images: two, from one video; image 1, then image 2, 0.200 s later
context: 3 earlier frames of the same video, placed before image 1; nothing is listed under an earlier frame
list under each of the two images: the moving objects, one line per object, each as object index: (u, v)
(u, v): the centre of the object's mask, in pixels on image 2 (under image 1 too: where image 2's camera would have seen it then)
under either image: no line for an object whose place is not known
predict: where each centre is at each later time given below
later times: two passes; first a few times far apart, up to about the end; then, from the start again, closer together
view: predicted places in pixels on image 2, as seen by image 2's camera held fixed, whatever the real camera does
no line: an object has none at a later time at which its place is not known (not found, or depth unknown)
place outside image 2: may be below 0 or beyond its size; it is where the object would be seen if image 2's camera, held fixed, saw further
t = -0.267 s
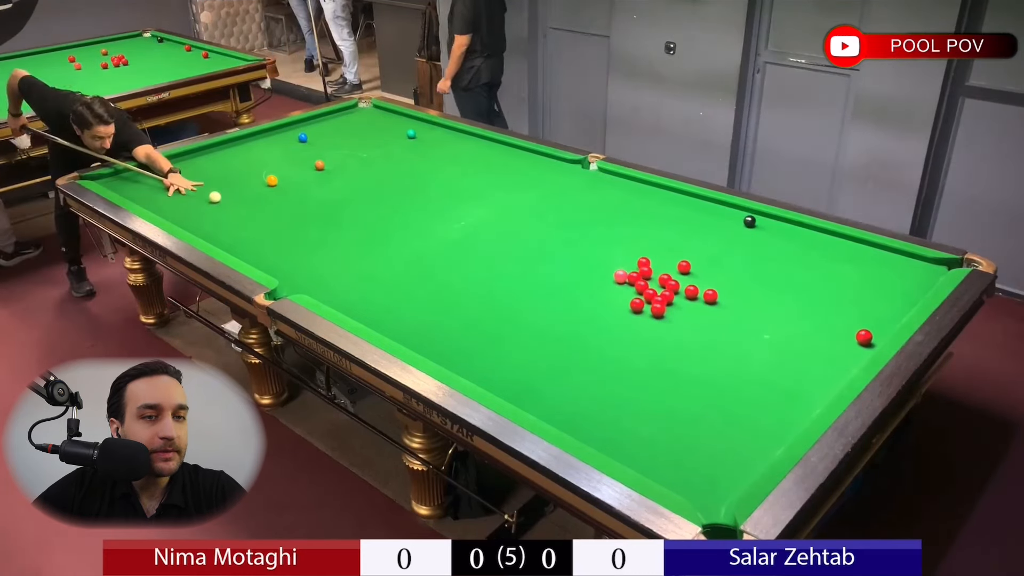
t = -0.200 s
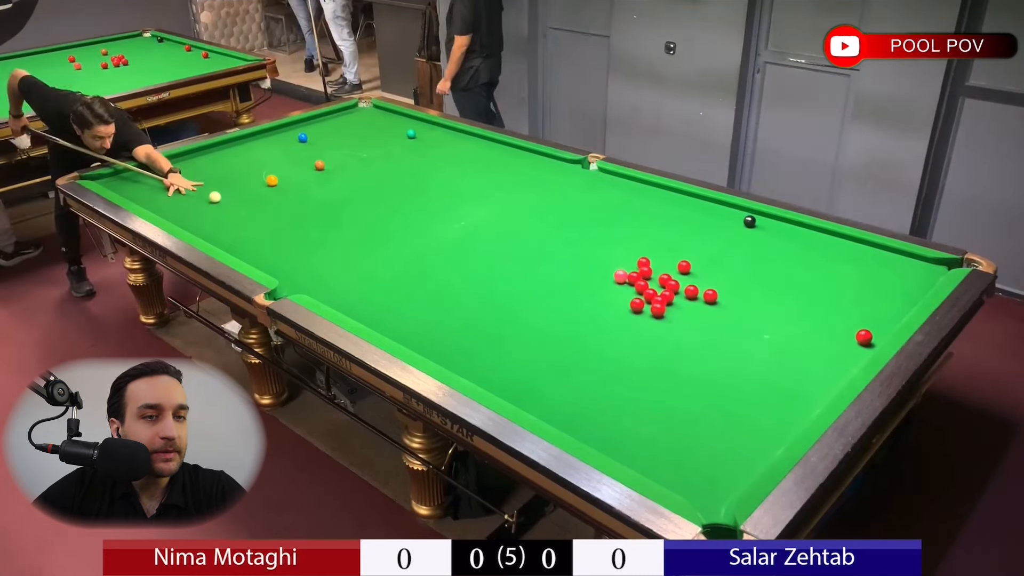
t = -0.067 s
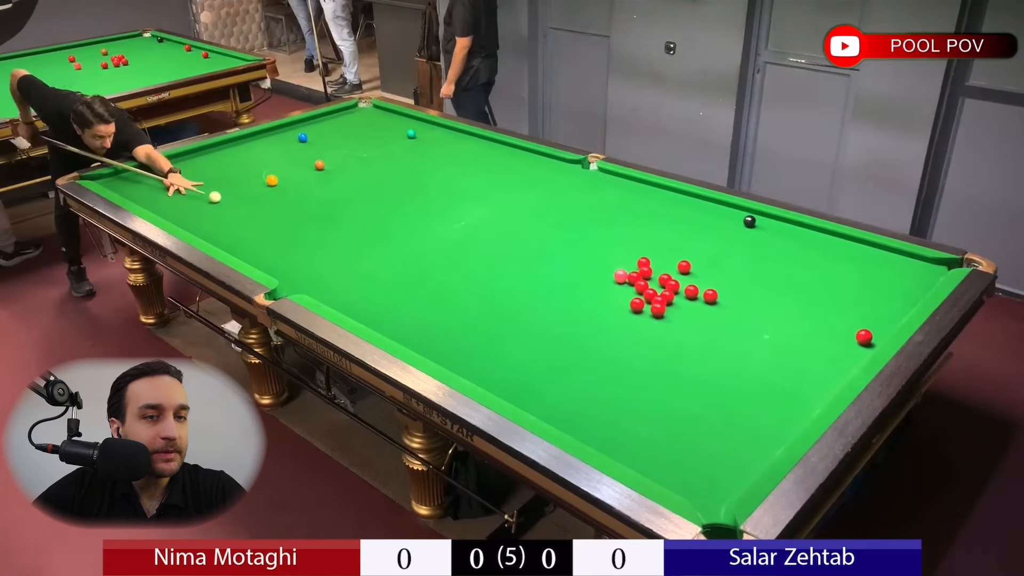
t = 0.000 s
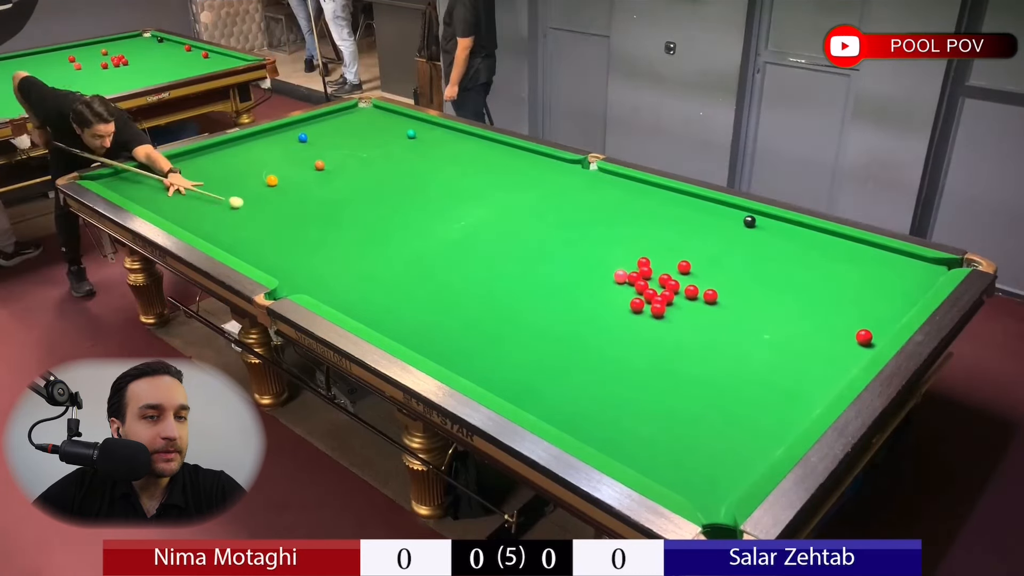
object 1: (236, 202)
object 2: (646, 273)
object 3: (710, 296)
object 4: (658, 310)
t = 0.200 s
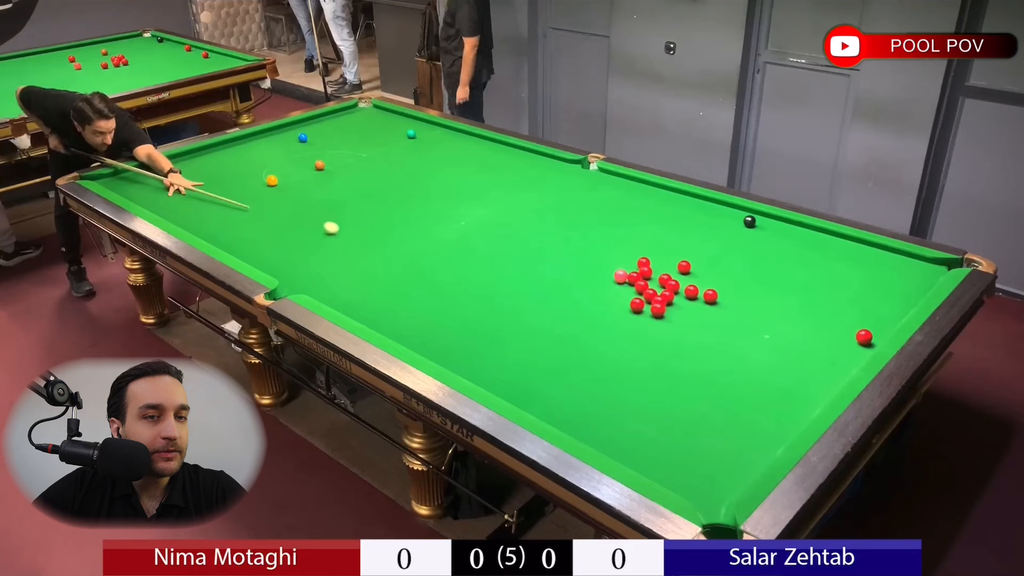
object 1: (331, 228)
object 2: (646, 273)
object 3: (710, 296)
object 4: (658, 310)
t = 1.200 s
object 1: (751, 413)
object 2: (631, 268)
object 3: (715, 297)
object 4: (658, 323)
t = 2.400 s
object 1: (419, 344)
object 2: (596, 263)
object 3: (719, 299)
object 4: (659, 350)
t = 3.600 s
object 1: (311, 248)
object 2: (591, 263)
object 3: (720, 299)
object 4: (658, 356)
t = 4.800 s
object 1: (247, 193)
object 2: (591, 263)
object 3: (719, 299)
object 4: (658, 356)
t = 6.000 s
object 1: (208, 159)
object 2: (591, 263)
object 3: (719, 299)
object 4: (659, 356)
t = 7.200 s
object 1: (223, 154)
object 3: (719, 299)
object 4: (659, 356)
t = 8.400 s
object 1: (250, 159)
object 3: (719, 299)
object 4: (658, 356)
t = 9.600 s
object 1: (259, 160)
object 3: (719, 299)
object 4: (658, 356)
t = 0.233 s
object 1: (346, 232)
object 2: (646, 273)
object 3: (710, 296)
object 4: (658, 310)
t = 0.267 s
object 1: (361, 236)
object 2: (646, 273)
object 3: (710, 296)
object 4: (658, 309)
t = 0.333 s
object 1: (392, 244)
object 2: (646, 273)
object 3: (710, 296)
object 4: (658, 310)
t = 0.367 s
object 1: (408, 248)
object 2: (646, 273)
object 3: (710, 296)
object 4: (658, 310)
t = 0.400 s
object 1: (423, 253)
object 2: (646, 273)
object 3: (710, 296)
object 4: (658, 309)
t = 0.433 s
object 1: (440, 257)
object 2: (646, 273)
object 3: (710, 296)
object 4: (658, 310)
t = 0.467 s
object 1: (456, 261)
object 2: (646, 273)
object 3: (710, 296)
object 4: (658, 310)
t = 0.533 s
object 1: (490, 270)
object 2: (646, 273)
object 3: (710, 296)
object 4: (658, 310)
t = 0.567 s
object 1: (507, 275)
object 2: (646, 273)
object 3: (710, 296)
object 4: (658, 310)
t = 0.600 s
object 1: (525, 280)
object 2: (646, 273)
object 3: (710, 296)
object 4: (658, 310)
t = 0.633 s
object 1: (543, 285)
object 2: (646, 273)
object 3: (710, 296)
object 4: (658, 310)
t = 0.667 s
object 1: (562, 290)
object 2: (645, 273)
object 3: (710, 296)
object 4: (658, 309)
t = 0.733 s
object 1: (601, 300)
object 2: (646, 273)
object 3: (710, 296)
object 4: (658, 310)
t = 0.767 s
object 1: (621, 306)
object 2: (646, 273)
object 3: (710, 296)
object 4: (658, 309)
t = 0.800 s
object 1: (628, 313)
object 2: (646, 273)
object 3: (710, 296)
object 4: (658, 310)
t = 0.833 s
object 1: (634, 320)
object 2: (646, 273)
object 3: (710, 296)
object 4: (658, 311)
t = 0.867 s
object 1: (641, 327)
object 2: (646, 273)
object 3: (710, 296)
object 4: (658, 312)
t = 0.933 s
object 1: (658, 343)
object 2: (644, 273)
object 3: (711, 296)
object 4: (658, 315)
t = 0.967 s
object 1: (669, 351)
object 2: (642, 272)
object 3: (711, 297)
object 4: (658, 316)
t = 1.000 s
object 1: (679, 359)
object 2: (641, 271)
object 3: (712, 297)
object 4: (658, 317)
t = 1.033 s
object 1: (690, 367)
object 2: (639, 270)
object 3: (712, 297)
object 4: (658, 318)
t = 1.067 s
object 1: (702, 376)
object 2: (637, 270)
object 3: (713, 296)
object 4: (658, 319)
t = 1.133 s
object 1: (726, 394)
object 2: (634, 269)
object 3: (714, 297)
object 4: (658, 321)
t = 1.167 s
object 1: (738, 404)
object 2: (632, 268)
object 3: (714, 298)
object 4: (658, 322)
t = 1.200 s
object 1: (751, 413)
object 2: (631, 268)
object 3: (715, 297)
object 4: (658, 323)
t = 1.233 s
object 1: (764, 423)
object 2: (630, 268)
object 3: (715, 297)
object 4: (658, 324)
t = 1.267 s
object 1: (778, 434)
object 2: (628, 267)
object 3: (716, 297)
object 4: (658, 325)
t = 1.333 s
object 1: (755, 431)
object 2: (626, 267)
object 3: (717, 298)
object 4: (659, 327)
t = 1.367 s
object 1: (740, 426)
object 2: (625, 266)
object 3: (717, 298)
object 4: (659, 328)
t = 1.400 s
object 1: (725, 423)
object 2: (623, 266)
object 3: (717, 298)
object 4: (659, 329)
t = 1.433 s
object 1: (712, 420)
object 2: (622, 266)
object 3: (717, 298)
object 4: (659, 330)
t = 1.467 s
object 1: (699, 417)
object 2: (621, 266)
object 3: (718, 299)
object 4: (659, 330)
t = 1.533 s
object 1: (673, 411)
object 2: (618, 266)
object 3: (718, 299)
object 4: (659, 332)
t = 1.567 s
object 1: (660, 408)
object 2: (616, 266)
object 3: (719, 299)
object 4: (659, 333)
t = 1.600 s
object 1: (648, 406)
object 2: (615, 266)
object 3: (719, 299)
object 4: (659, 334)
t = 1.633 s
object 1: (635, 403)
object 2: (614, 266)
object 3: (719, 299)
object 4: (659, 335)
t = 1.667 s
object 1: (623, 400)
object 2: (613, 266)
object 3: (719, 299)
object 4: (659, 336)
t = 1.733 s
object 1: (600, 396)
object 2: (611, 266)
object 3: (720, 299)
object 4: (659, 337)
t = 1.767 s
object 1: (588, 393)
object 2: (610, 266)
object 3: (720, 299)
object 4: (659, 338)
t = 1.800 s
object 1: (577, 391)
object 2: (609, 266)
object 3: (720, 299)
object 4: (659, 339)
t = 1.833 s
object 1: (565, 388)
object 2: (608, 265)
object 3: (720, 299)
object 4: (659, 339)
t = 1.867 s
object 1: (555, 386)
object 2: (608, 265)
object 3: (720, 299)
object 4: (659, 340)
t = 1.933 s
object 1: (533, 381)
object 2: (606, 265)
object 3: (720, 299)
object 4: (659, 342)
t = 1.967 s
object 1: (522, 379)
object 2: (605, 265)
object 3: (720, 299)
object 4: (659, 342)
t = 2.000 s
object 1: (512, 377)
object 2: (604, 265)
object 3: (720, 299)
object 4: (659, 343)
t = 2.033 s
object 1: (501, 374)
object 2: (604, 264)
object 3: (720, 299)
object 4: (659, 344)
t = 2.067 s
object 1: (491, 372)
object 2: (603, 264)
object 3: (720, 299)
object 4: (659, 344)
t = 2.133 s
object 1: (471, 368)
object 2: (601, 264)
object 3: (720, 299)
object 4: (659, 345)
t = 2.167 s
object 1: (461, 366)
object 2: (601, 264)
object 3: (719, 299)
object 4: (659, 346)
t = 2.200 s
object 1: (452, 363)
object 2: (600, 264)
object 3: (719, 299)
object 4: (659, 347)
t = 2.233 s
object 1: (442, 360)
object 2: (599, 264)
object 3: (719, 299)
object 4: (659, 347)
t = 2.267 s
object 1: (436, 357)
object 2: (599, 263)
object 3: (719, 299)
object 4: (659, 348)
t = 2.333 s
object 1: (428, 350)
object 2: (597, 263)
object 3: (719, 299)
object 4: (659, 349)
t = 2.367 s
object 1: (423, 347)
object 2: (597, 263)
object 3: (719, 299)
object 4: (659, 349)
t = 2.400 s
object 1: (419, 344)
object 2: (596, 263)
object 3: (719, 299)
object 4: (659, 350)
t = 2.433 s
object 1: (415, 340)
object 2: (596, 263)
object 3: (719, 299)
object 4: (658, 350)
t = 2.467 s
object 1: (412, 337)
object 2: (595, 263)
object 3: (719, 299)
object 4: (659, 351)
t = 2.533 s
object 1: (404, 330)
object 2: (595, 263)
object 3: (719, 299)
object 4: (658, 352)
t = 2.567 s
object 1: (400, 327)
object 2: (594, 263)
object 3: (719, 299)
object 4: (658, 352)
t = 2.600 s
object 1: (397, 324)
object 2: (594, 263)
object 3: (719, 299)
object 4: (658, 352)
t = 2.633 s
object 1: (393, 321)
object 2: (593, 263)
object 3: (719, 299)
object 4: (658, 352)
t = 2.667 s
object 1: (390, 317)
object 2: (593, 263)
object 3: (719, 299)
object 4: (658, 353)
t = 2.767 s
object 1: (380, 308)
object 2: (592, 263)
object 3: (719, 299)
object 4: (658, 354)
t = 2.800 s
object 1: (376, 306)
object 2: (592, 263)
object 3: (719, 299)
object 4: (658, 354)
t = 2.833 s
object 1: (373, 303)
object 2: (592, 263)
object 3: (719, 299)
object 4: (658, 355)
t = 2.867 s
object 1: (370, 300)
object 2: (591, 263)
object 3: (719, 299)
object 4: (658, 355)
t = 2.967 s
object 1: (361, 292)
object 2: (591, 263)
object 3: (719, 299)
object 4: (659, 355)
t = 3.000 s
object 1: (358, 289)
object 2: (591, 263)
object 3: (719, 299)
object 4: (659, 355)
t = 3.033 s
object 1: (355, 287)
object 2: (591, 263)
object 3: (719, 299)
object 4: (659, 356)
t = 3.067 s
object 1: (352, 284)
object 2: (591, 263)
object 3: (719, 299)
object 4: (659, 356)
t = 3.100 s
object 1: (349, 282)
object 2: (591, 263)
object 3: (719, 299)
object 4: (659, 356)
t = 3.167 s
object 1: (343, 277)
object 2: (591, 263)
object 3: (719, 299)
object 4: (659, 356)
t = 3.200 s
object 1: (341, 275)
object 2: (591, 263)
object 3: (719, 299)
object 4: (659, 356)
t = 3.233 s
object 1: (338, 272)
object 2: (591, 263)
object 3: (719, 299)
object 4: (659, 356)
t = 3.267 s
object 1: (335, 270)
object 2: (591, 263)
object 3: (719, 299)
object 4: (659, 356)
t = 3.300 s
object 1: (333, 268)
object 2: (591, 263)
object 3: (719, 299)
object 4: (658, 356)
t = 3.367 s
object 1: (328, 263)
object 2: (591, 263)
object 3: (719, 299)
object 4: (658, 356)
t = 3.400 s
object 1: (325, 261)
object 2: (591, 263)
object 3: (719, 299)
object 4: (658, 356)
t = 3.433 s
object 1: (323, 259)
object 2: (591, 263)
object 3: (719, 299)
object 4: (658, 356)
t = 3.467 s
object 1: (320, 257)
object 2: (591, 263)
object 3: (719, 299)
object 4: (658, 356)
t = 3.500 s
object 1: (318, 255)
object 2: (591, 263)
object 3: (720, 299)
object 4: (658, 356)
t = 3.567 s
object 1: (313, 251)
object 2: (591, 263)
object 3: (719, 299)
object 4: (658, 356)
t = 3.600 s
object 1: (311, 248)
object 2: (591, 263)
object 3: (720, 299)
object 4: (658, 356)
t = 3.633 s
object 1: (309, 247)
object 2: (591, 263)
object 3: (720, 299)
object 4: (658, 356)
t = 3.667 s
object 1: (307, 245)
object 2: (591, 263)
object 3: (720, 299)
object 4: (658, 356)
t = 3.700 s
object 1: (304, 243)
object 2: (591, 263)
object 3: (719, 299)
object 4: (658, 356)
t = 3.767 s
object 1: (300, 239)
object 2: (591, 263)
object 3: (719, 299)
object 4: (658, 356)
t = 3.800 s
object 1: (298, 238)
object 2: (591, 263)
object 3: (719, 299)
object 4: (658, 356)
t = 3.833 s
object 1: (296, 236)
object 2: (591, 263)
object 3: (719, 299)
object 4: (658, 356)
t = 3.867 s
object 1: (294, 234)
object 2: (591, 263)
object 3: (719, 299)
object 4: (658, 356)
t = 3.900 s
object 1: (292, 232)
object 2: (591, 263)
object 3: (719, 299)
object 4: (658, 356)
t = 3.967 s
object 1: (288, 229)
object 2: (591, 263)
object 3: (719, 299)
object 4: (658, 356)
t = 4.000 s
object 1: (286, 227)
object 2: (591, 263)
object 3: (719, 299)
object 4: (658, 356)
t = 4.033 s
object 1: (284, 225)
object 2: (591, 263)
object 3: (719, 299)
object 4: (658, 356)
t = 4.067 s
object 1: (283, 224)
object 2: (591, 263)
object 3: (719, 299)
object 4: (658, 356)
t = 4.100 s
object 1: (281, 222)
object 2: (591, 263)
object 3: (719, 299)
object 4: (658, 356)
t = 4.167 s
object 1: (277, 219)
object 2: (591, 263)
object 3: (719, 299)
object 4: (658, 356)
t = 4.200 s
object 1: (275, 217)
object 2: (591, 263)
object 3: (719, 299)
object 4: (658, 356)
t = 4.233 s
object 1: (274, 216)
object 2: (591, 263)
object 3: (719, 299)
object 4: (658, 356)
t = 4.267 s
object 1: (272, 214)
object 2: (591, 263)
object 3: (719, 299)
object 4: (658, 356)
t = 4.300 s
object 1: (270, 213)
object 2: (591, 263)
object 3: (719, 299)
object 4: (658, 356)
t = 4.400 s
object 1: (265, 209)
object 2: (591, 263)
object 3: (719, 299)
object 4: (658, 356)
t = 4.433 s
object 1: (264, 207)
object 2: (591, 263)
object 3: (719, 299)
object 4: (658, 356)
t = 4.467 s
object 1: (262, 206)
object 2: (591, 263)
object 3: (719, 299)
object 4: (658, 356)
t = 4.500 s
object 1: (260, 205)
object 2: (591, 263)
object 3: (719, 299)
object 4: (658, 356)
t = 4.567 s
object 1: (257, 202)
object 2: (591, 263)
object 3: (719, 299)
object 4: (658, 356)
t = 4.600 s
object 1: (256, 201)
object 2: (591, 263)
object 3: (719, 299)
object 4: (658, 356)
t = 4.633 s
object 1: (255, 199)
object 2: (591, 263)
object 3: (719, 299)
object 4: (658, 356)
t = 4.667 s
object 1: (253, 198)
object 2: (591, 263)
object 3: (719, 299)
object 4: (658, 356)
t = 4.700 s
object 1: (251, 197)
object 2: (591, 263)
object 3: (719, 299)
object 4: (658, 356)
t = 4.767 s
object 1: (249, 195)
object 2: (591, 263)
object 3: (719, 299)
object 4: (658, 356)
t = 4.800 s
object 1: (247, 193)
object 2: (591, 263)
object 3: (719, 299)
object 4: (658, 356)
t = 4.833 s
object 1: (246, 192)
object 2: (591, 263)
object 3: (719, 299)
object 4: (658, 356)
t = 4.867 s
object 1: (245, 191)
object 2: (591, 263)
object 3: (719, 299)
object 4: (658, 356)
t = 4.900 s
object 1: (243, 190)
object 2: (591, 263)
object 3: (719, 299)
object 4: (658, 356)
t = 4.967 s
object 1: (241, 188)
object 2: (591, 263)
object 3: (719, 299)
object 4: (658, 356)
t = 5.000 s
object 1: (239, 186)
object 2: (591, 263)
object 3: (719, 299)
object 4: (659, 356)
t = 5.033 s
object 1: (238, 185)
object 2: (591, 263)
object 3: (719, 299)
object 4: (659, 356)
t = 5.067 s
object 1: (237, 184)
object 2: (591, 263)
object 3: (719, 299)
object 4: (659, 356)
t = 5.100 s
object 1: (235, 183)
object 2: (591, 263)
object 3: (719, 299)
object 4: (659, 356)
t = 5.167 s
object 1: (233, 181)
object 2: (591, 263)
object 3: (719, 299)
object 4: (658, 356)
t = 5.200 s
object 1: (232, 180)
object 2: (591, 263)
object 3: (720, 299)
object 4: (659, 356)
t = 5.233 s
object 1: (231, 179)
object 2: (591, 263)
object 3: (720, 299)
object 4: (659, 356)
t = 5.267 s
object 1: (229, 178)
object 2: (591, 263)
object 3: (719, 299)
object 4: (658, 356)
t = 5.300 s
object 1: (229, 177)
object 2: (591, 263)
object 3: (719, 299)
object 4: (659, 356)
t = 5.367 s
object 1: (226, 175)
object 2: (591, 263)
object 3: (719, 299)
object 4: (659, 356)
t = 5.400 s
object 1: (226, 174)
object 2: (591, 263)
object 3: (719, 299)
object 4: (659, 356)
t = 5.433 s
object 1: (223, 173)
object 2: (591, 263)
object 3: (719, 299)
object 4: (659, 356)
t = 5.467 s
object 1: (223, 172)
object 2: (591, 263)
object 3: (719, 299)
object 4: (658, 356)
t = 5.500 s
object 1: (222, 171)
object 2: (591, 263)
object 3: (719, 299)
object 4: (659, 356)
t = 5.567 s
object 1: (220, 170)
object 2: (591, 263)
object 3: (719, 299)
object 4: (659, 356)
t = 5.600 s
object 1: (219, 169)
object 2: (591, 263)
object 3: (719, 299)
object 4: (659, 356)
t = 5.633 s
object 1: (218, 168)
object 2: (591, 263)
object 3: (719, 299)
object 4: (659, 356)
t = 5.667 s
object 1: (217, 167)
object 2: (591, 263)
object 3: (719, 299)
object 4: (659, 356)
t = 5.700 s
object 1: (216, 166)
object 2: (591, 263)
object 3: (719, 299)
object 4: (659, 356)
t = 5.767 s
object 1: (214, 164)
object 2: (591, 263)
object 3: (719, 299)
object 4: (659, 356)
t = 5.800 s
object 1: (213, 164)
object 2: (591, 263)
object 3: (719, 299)
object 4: (659, 357)
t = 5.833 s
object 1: (212, 163)
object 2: (591, 263)
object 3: (719, 299)
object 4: (659, 357)
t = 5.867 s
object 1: (211, 162)
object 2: (591, 263)
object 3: (719, 299)
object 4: (659, 356)
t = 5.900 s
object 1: (210, 161)
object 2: (591, 263)
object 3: (719, 299)
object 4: (659, 356)
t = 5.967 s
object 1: (209, 159)
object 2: (591, 263)
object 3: (719, 299)
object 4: (659, 356)
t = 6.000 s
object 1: (208, 159)
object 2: (591, 263)
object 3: (719, 299)
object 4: (659, 356)
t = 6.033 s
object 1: (207, 158)
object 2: (591, 263)
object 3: (719, 299)
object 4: (659, 356)
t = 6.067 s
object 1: (206, 157)
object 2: (591, 263)
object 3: (719, 299)
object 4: (659, 356)
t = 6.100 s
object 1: (206, 156)
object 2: (591, 263)
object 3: (719, 299)
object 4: (658, 356)
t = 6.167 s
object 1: (204, 155)
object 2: (591, 263)
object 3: (719, 299)
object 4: (659, 356)
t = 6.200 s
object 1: (203, 154)
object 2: (591, 263)
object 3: (719, 299)
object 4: (658, 356)
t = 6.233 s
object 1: (203, 153)
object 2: (591, 263)
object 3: (719, 299)
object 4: (659, 356)
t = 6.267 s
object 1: (202, 153)
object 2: (591, 263)
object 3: (719, 299)
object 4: (659, 356)
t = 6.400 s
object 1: (199, 150)
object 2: (591, 263)
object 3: (719, 299)
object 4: (658, 356)
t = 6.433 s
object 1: (198, 150)
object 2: (591, 263)
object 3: (719, 299)
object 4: (658, 356)
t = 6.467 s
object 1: (199, 150)
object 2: (591, 263)
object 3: (719, 299)
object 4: (659, 356)
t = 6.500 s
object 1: (200, 150)
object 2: (591, 263)
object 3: (720, 299)
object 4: (659, 356)
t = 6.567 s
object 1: (203, 150)
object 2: (591, 263)
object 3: (720, 299)
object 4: (659, 356)
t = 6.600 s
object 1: (204, 151)
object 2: (591, 263)
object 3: (720, 299)
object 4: (659, 356)
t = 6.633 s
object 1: (205, 151)
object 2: (591, 263)
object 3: (720, 299)
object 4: (658, 356)
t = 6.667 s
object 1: (207, 151)
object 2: (591, 263)
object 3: (720, 299)
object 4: (658, 356)
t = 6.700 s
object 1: (208, 150)
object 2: (591, 263)
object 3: (720, 299)
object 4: (659, 356)
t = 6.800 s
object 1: (211, 149)
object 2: (591, 263)
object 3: (719, 299)
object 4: (659, 356)
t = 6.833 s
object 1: (211, 150)
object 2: (591, 263)
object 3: (719, 299)
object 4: (659, 356)
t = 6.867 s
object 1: (213, 152)
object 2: (591, 263)
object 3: (719, 299)
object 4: (659, 356)
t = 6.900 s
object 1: (214, 153)
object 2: (591, 263)
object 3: (719, 299)
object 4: (659, 356)
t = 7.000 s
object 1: (217, 153)
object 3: (720, 299)
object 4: (659, 356)
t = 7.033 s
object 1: (217, 153)
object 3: (719, 299)
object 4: (659, 356)
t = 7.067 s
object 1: (219, 154)
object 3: (719, 299)
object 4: (659, 356)
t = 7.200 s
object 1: (223, 154)
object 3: (719, 299)
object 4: (659, 356)
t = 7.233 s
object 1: (223, 155)
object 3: (719, 299)
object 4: (659, 356)
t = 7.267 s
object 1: (224, 155)
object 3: (719, 299)
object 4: (659, 356)
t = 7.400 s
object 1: (228, 155)
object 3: (719, 299)
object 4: (659, 356)
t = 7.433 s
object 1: (229, 155)
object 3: (719, 299)
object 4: (659, 356)
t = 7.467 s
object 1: (230, 156)
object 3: (719, 299)
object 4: (659, 357)
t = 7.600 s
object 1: (233, 156)
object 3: (719, 299)
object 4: (659, 356)
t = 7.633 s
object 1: (234, 156)
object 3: (719, 299)
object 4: (657, 356)
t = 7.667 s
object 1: (235, 156)
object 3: (719, 299)
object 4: (659, 356)
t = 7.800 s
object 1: (238, 157)
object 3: (719, 299)
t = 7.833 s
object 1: (239, 157)
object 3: (719, 299)
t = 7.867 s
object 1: (240, 157)
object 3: (719, 299)
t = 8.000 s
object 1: (242, 158)
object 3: (719, 299)
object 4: (659, 356)
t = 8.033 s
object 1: (243, 158)
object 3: (719, 299)
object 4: (659, 356)
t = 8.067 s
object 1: (244, 158)
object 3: (719, 299)
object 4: (658, 356)
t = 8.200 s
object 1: (247, 158)
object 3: (719, 299)
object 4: (659, 356)
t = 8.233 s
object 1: (247, 158)
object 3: (719, 299)
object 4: (658, 356)
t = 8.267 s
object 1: (248, 158)
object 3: (719, 299)
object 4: (658, 356)
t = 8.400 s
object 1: (250, 159)
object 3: (719, 299)
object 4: (658, 356)
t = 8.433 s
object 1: (251, 159)
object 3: (719, 299)
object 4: (658, 356)
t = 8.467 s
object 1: (251, 159)
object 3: (719, 299)
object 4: (658, 356)
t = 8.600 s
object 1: (253, 159)
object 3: (719, 299)
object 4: (658, 356)
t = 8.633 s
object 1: (253, 159)
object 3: (719, 299)
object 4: (658, 356)
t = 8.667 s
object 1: (254, 159)
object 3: (719, 299)
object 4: (658, 356)
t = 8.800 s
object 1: (255, 159)
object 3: (719, 299)
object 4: (658, 356)
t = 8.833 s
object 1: (255, 160)
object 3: (719, 299)
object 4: (658, 356)
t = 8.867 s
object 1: (256, 160)
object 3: (719, 299)
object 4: (658, 356)
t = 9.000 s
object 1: (257, 160)
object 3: (719, 299)
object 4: (658, 356)
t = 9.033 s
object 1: (257, 160)
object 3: (719, 299)
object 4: (658, 356)
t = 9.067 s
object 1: (257, 160)
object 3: (719, 299)
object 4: (658, 356)
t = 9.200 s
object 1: (258, 160)
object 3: (719, 299)
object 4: (658, 356)
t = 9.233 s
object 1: (259, 160)
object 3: (719, 299)
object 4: (659, 356)
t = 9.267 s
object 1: (258, 160)
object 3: (719, 299)
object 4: (658, 356)
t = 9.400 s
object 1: (259, 160)
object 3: (719, 299)
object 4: (658, 356)
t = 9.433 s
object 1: (259, 160)
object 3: (719, 299)
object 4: (659, 356)
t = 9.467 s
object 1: (259, 160)
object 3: (719, 299)
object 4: (658, 356)
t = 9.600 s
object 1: (259, 160)
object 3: (719, 299)
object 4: (658, 356)
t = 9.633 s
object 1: (260, 160)
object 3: (719, 299)
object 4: (659, 356)
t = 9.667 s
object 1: (259, 160)
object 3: (719, 299)
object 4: (659, 356)
